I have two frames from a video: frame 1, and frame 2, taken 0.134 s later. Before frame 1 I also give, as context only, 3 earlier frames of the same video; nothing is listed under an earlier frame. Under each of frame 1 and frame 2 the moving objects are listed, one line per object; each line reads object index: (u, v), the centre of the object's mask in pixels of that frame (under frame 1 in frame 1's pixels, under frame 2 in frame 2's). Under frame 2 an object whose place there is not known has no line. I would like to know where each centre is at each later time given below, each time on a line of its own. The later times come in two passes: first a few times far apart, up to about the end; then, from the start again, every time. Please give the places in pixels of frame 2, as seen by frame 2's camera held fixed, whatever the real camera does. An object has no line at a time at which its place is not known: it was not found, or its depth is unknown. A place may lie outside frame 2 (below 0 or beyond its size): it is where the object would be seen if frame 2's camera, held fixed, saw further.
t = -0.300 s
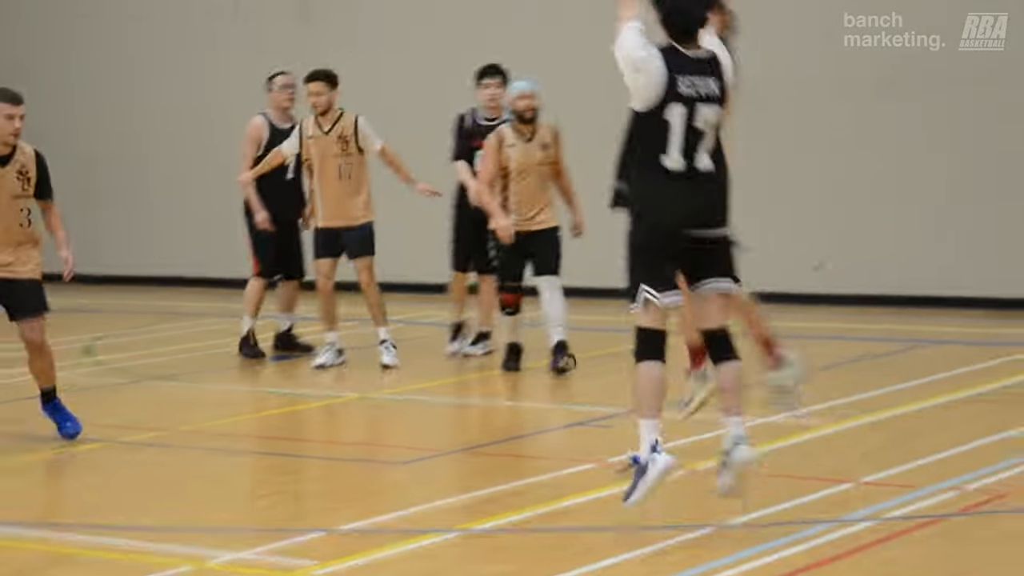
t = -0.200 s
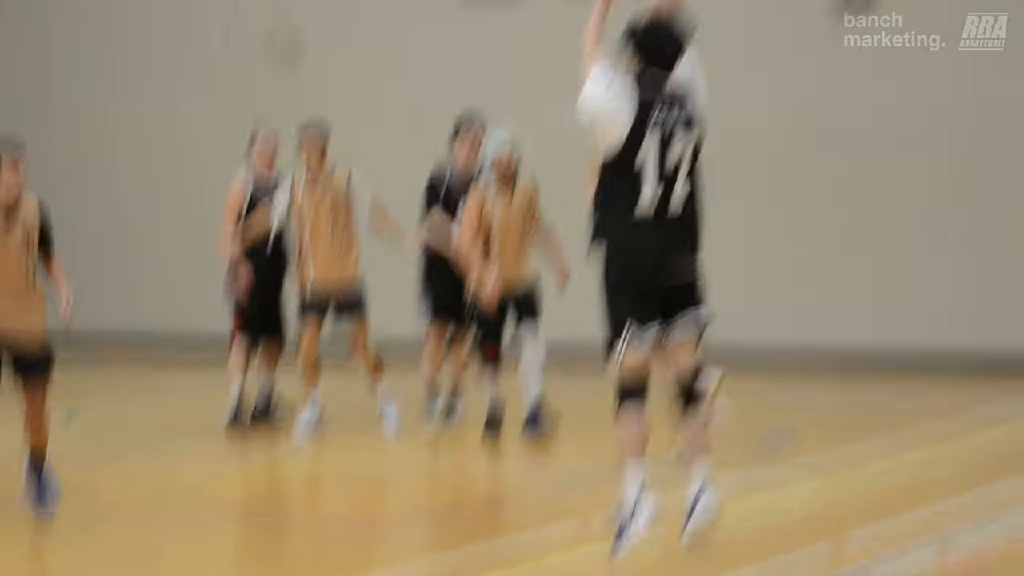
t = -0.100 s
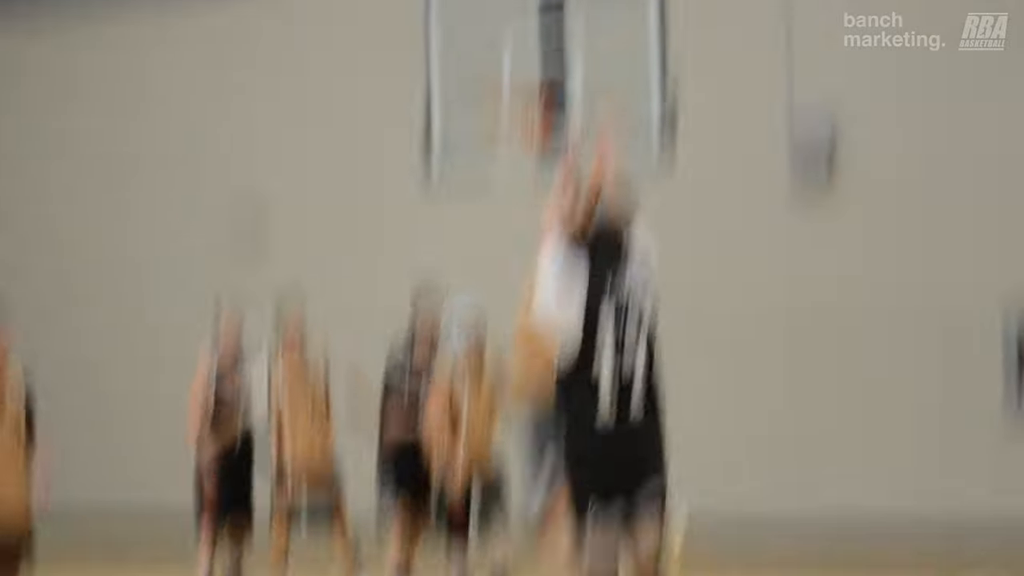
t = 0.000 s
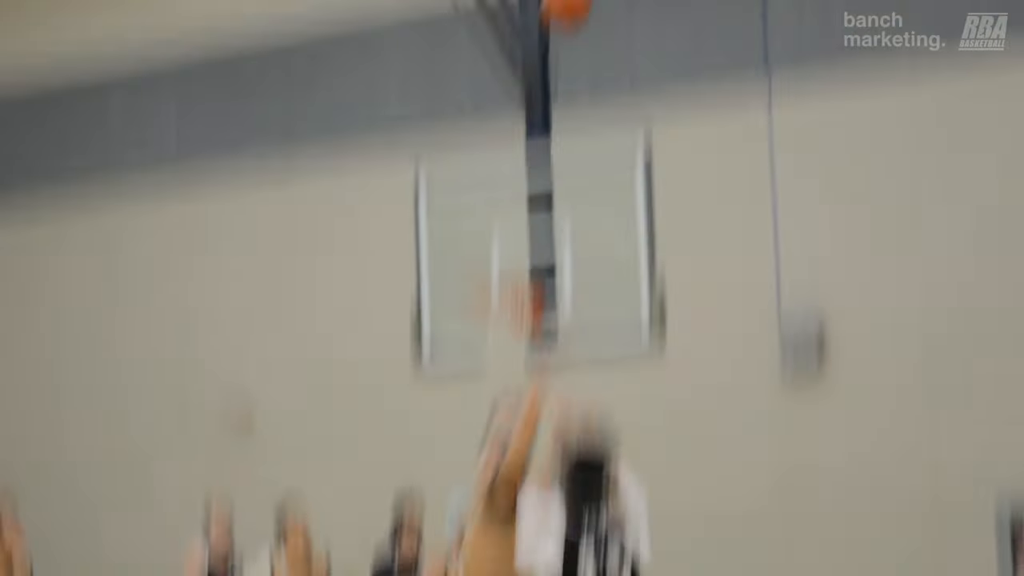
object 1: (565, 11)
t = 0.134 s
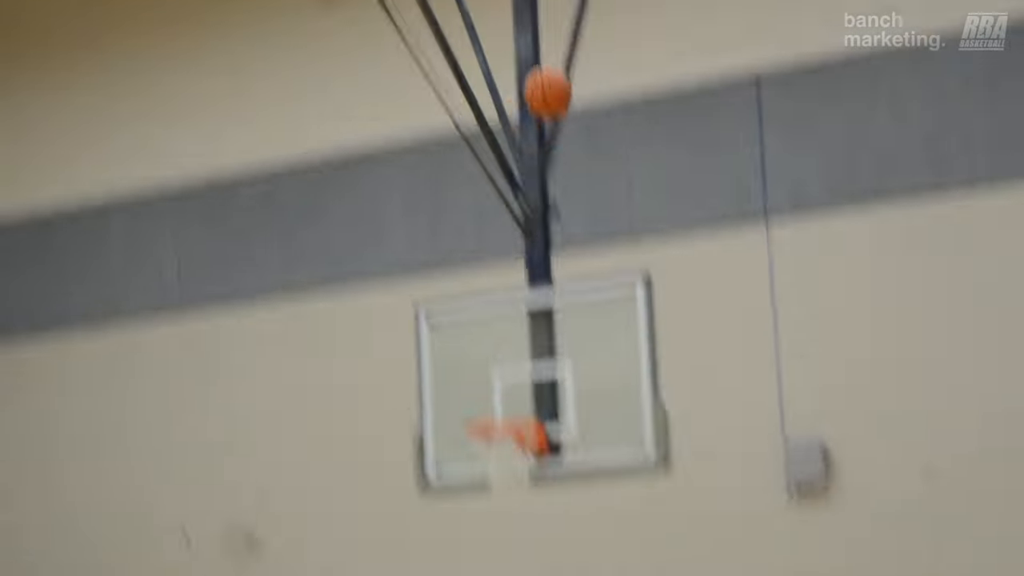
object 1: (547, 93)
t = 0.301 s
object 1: (534, 92)
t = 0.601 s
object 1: (518, 197)
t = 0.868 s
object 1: (509, 385)
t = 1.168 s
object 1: (485, 488)
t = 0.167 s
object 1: (543, 87)
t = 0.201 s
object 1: (541, 86)
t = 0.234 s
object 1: (538, 86)
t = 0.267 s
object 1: (536, 88)
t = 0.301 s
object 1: (534, 92)
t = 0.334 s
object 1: (532, 98)
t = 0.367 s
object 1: (529, 106)
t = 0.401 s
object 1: (528, 116)
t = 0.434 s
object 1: (526, 128)
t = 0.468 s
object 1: (524, 141)
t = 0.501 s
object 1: (522, 155)
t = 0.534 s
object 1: (521, 169)
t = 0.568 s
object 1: (519, 179)
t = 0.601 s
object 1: (518, 197)
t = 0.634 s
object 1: (516, 215)
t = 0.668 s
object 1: (515, 234)
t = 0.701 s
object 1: (514, 264)
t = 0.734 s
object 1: (513, 285)
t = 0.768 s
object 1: (513, 309)
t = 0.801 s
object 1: (511, 332)
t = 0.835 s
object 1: (510, 356)
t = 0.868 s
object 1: (509, 385)
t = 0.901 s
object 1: (509, 410)
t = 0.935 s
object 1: (505, 439)
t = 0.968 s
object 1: (505, 459)
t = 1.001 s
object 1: (502, 458)
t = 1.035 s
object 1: (499, 461)
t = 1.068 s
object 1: (495, 465)
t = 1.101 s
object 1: (491, 472)
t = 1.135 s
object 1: (488, 479)
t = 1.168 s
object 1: (485, 488)
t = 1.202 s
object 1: (482, 499)
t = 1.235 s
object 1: (479, 511)
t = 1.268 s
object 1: (475, 525)
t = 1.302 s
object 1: (473, 541)
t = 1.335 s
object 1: (469, 558)
